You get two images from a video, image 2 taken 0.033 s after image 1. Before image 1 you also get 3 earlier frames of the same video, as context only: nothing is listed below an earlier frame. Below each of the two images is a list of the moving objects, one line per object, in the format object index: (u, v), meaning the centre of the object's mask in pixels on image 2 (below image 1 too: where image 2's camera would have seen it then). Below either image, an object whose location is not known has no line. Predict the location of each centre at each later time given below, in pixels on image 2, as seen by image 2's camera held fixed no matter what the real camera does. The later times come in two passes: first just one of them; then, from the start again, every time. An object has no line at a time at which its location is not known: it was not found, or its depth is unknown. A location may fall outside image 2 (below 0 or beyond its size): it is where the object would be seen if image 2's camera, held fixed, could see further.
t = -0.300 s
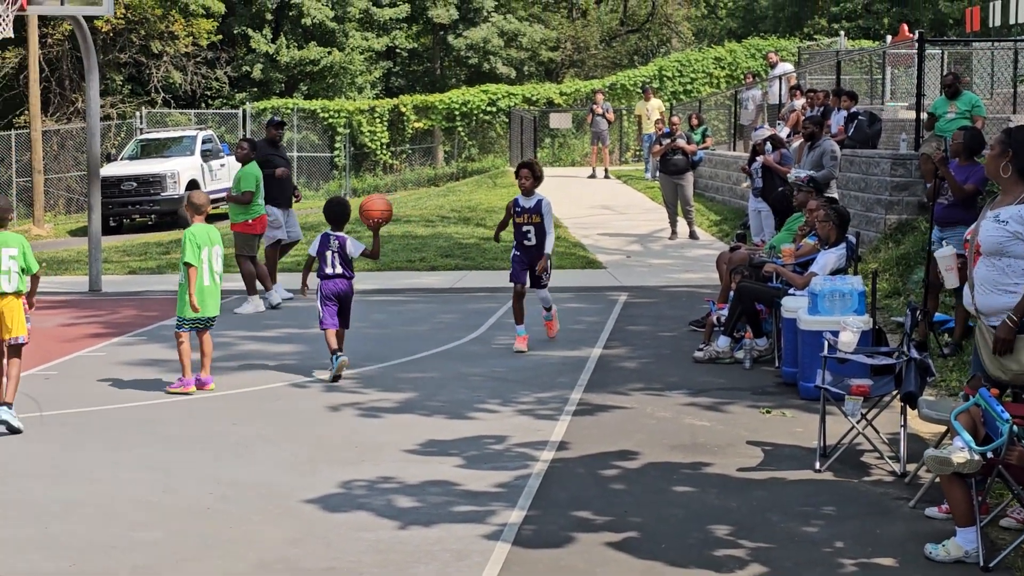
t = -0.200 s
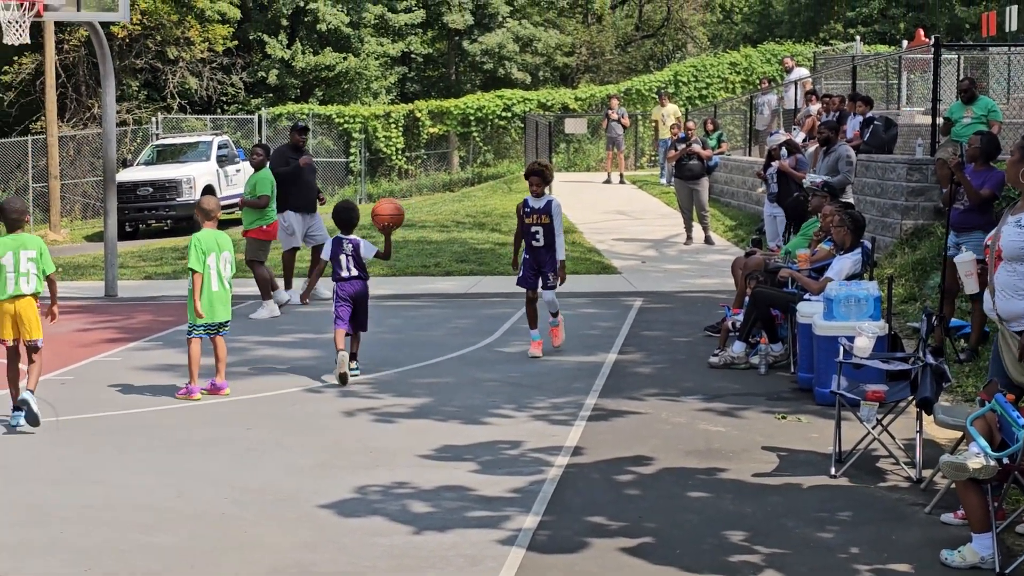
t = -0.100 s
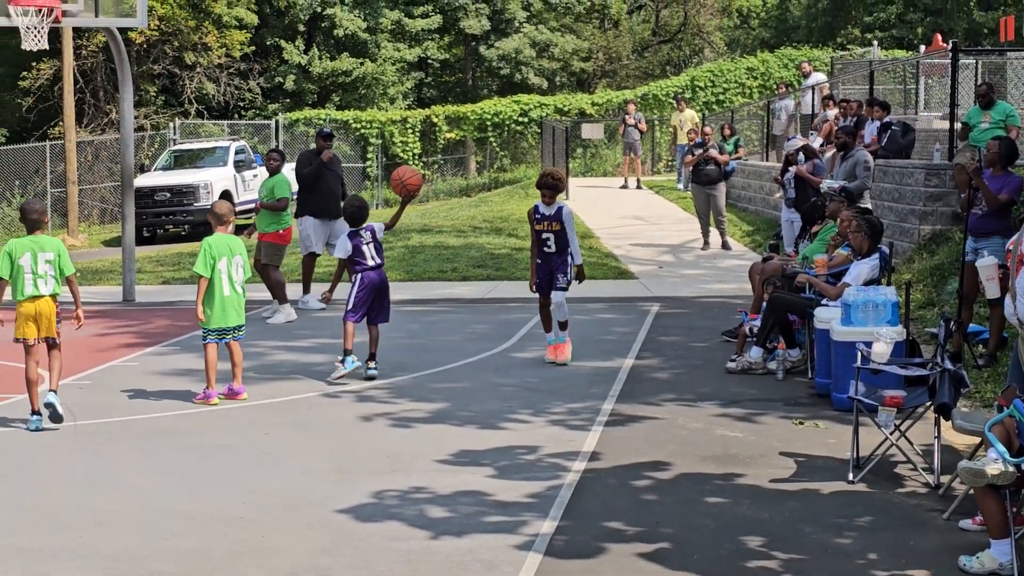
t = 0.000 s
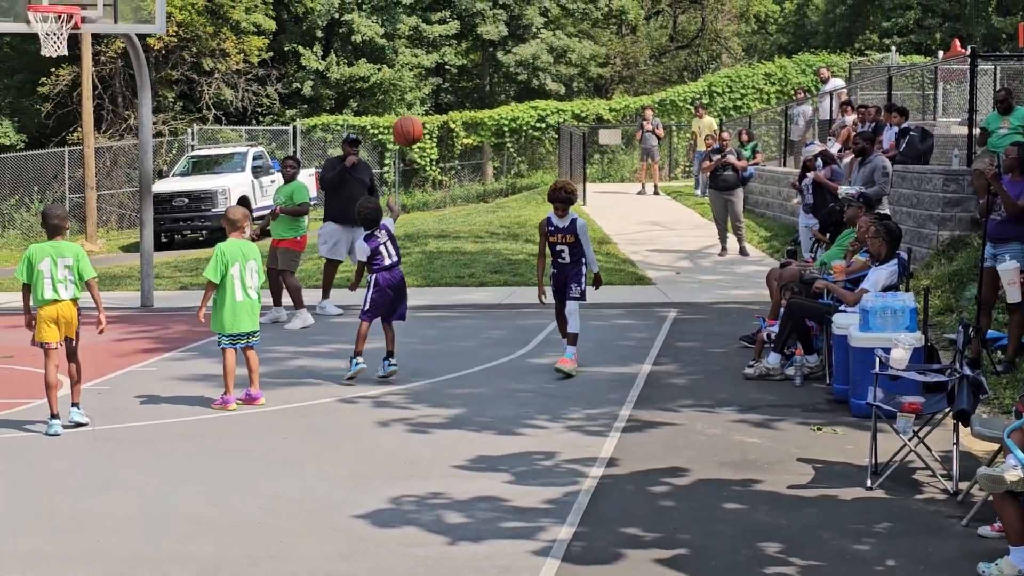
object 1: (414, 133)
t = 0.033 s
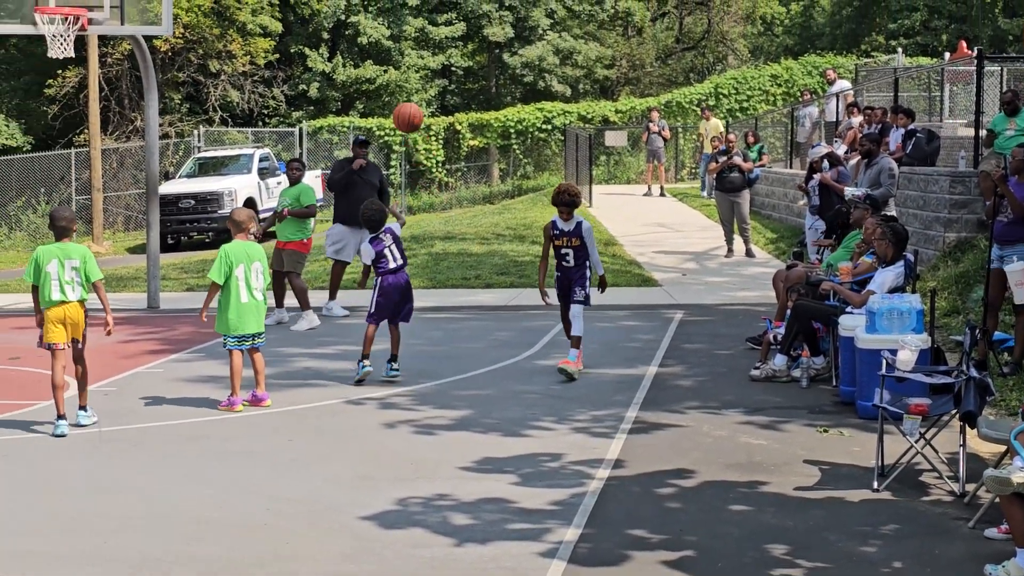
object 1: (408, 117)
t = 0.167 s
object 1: (386, 75)
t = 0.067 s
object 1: (402, 104)
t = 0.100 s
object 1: (396, 93)
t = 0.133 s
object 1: (391, 84)
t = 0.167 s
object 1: (386, 75)
